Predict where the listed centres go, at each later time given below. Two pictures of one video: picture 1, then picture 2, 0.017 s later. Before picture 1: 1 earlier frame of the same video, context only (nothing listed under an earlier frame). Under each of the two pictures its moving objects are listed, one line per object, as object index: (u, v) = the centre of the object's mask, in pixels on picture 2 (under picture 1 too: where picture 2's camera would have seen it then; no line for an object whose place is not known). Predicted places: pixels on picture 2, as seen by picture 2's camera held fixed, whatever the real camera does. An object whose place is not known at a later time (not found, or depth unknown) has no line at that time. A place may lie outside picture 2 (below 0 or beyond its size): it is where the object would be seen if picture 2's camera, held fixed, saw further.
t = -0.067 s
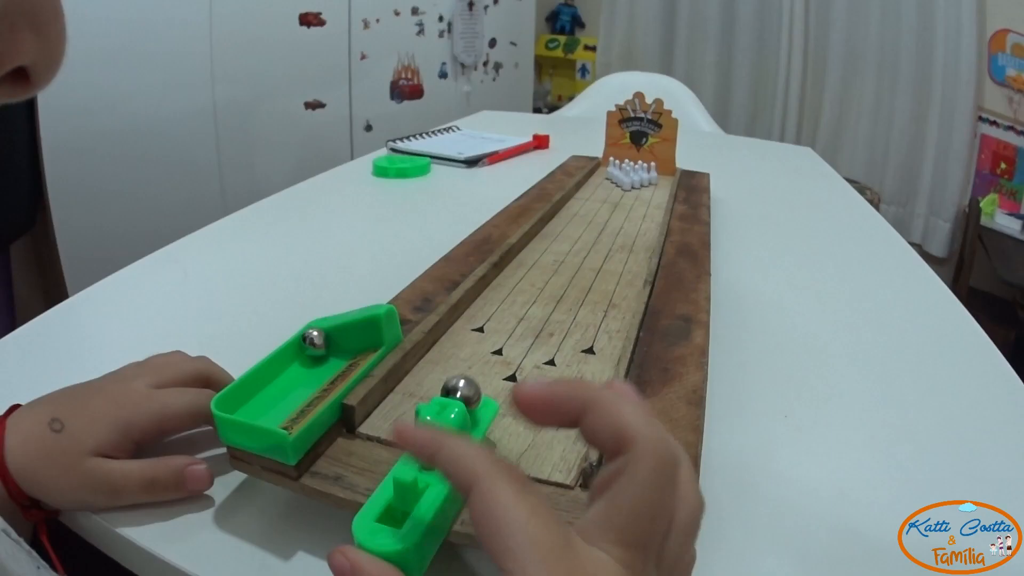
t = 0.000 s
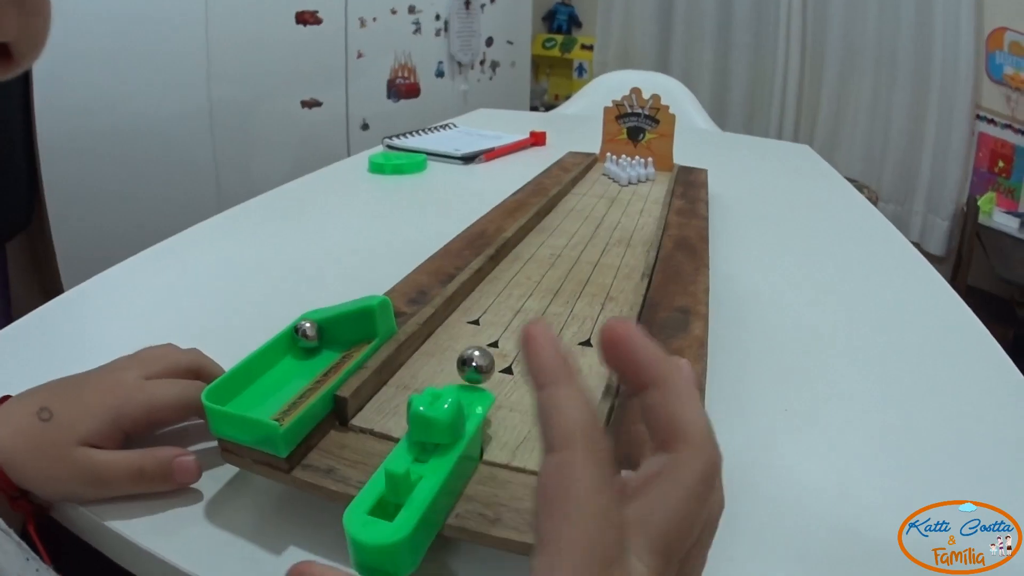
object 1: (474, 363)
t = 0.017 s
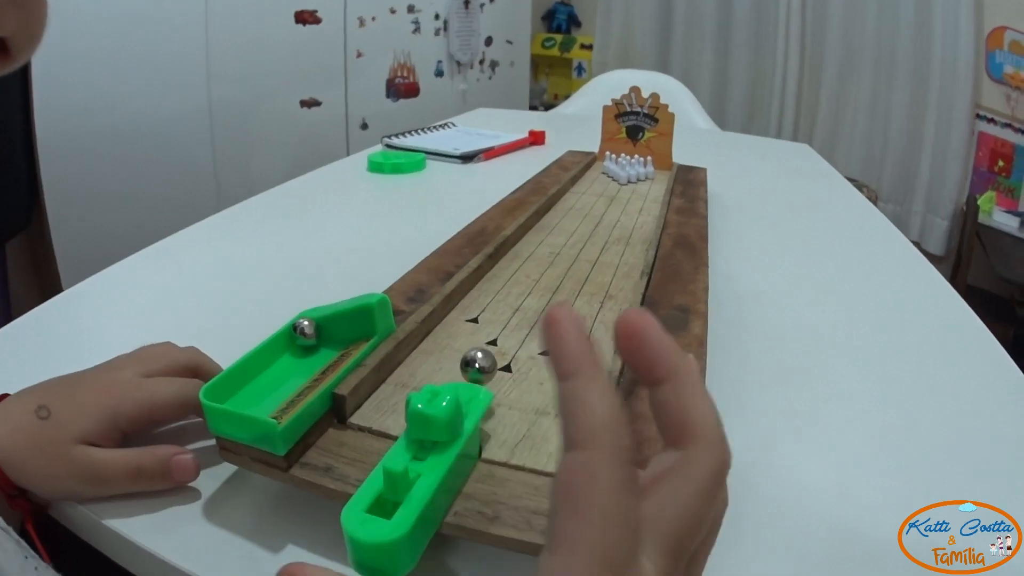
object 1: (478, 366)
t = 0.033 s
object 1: (483, 373)
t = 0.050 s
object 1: (486, 369)
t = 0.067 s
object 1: (489, 359)
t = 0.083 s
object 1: (491, 356)
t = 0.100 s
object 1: (494, 358)
